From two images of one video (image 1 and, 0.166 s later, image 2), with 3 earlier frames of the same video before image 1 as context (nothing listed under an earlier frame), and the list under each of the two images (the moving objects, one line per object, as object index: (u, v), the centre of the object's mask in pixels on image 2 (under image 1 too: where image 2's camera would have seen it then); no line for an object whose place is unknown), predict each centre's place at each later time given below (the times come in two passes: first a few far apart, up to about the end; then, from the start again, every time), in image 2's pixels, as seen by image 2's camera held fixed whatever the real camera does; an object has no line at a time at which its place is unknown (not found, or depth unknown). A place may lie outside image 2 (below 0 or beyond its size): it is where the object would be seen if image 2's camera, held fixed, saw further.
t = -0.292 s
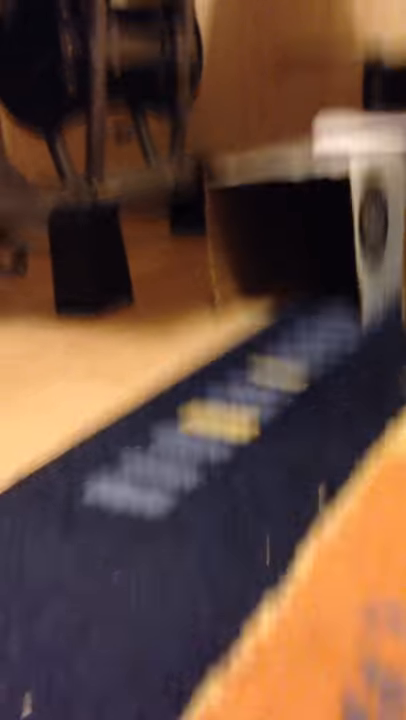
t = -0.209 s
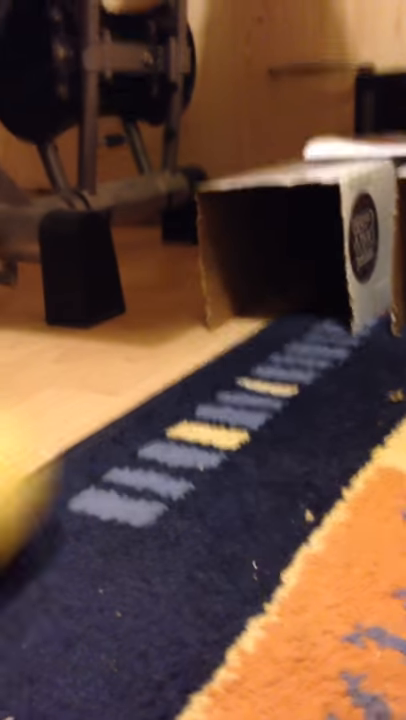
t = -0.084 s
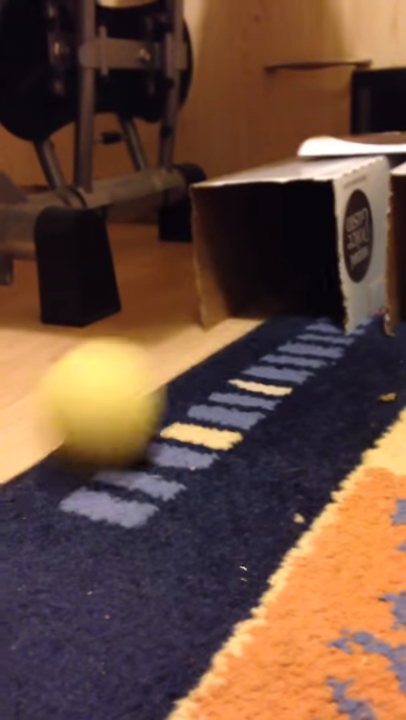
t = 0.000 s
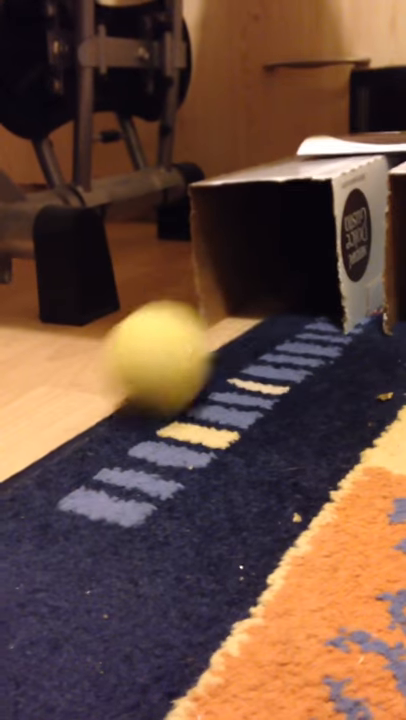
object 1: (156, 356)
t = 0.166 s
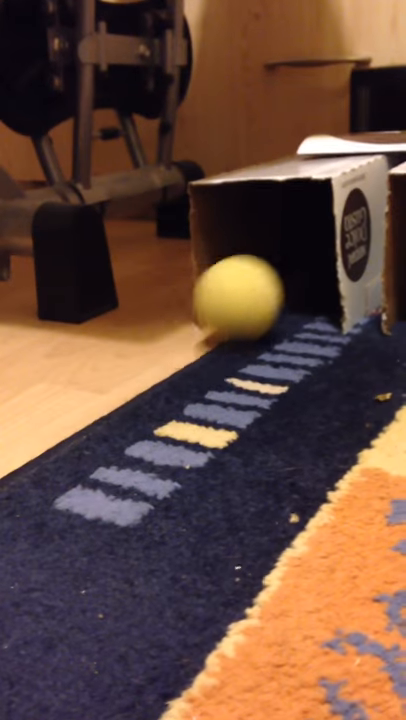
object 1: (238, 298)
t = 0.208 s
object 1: (253, 288)
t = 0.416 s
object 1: (214, 293)
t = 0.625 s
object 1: (181, 313)
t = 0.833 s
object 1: (147, 334)
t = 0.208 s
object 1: (253, 288)
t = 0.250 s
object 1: (262, 282)
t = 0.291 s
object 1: (257, 278)
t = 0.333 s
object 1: (232, 286)
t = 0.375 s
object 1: (222, 289)
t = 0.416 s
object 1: (214, 293)
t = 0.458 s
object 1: (208, 298)
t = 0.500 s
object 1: (201, 302)
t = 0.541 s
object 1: (195, 305)
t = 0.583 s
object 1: (188, 309)
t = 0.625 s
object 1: (181, 313)
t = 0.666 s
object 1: (175, 317)
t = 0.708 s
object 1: (168, 322)
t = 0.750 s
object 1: (161, 326)
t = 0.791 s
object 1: (154, 330)
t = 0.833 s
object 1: (147, 334)
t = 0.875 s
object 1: (139, 338)
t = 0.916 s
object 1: (130, 342)
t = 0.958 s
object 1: (122, 346)
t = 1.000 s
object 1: (113, 350)
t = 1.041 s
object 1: (105, 354)
